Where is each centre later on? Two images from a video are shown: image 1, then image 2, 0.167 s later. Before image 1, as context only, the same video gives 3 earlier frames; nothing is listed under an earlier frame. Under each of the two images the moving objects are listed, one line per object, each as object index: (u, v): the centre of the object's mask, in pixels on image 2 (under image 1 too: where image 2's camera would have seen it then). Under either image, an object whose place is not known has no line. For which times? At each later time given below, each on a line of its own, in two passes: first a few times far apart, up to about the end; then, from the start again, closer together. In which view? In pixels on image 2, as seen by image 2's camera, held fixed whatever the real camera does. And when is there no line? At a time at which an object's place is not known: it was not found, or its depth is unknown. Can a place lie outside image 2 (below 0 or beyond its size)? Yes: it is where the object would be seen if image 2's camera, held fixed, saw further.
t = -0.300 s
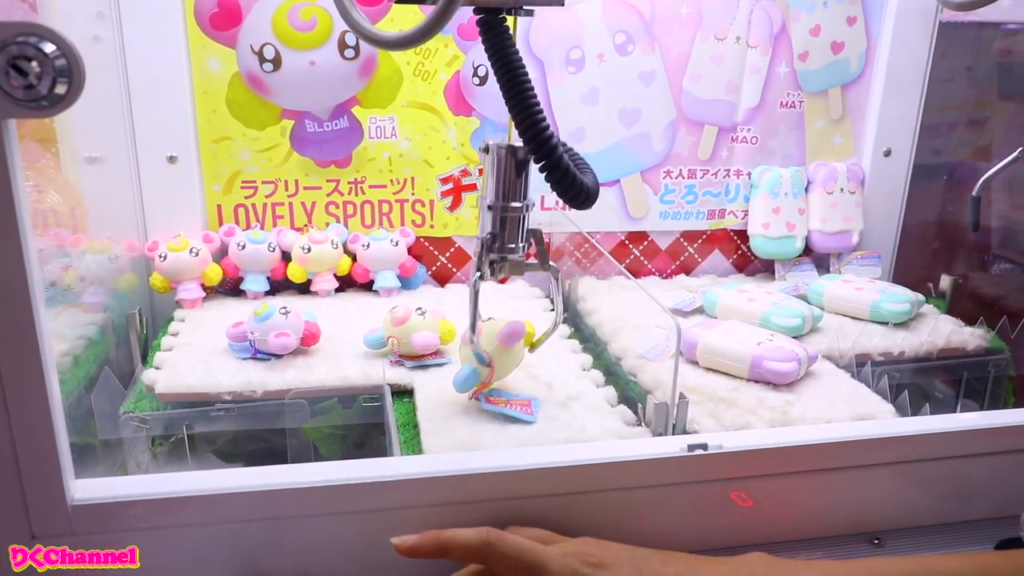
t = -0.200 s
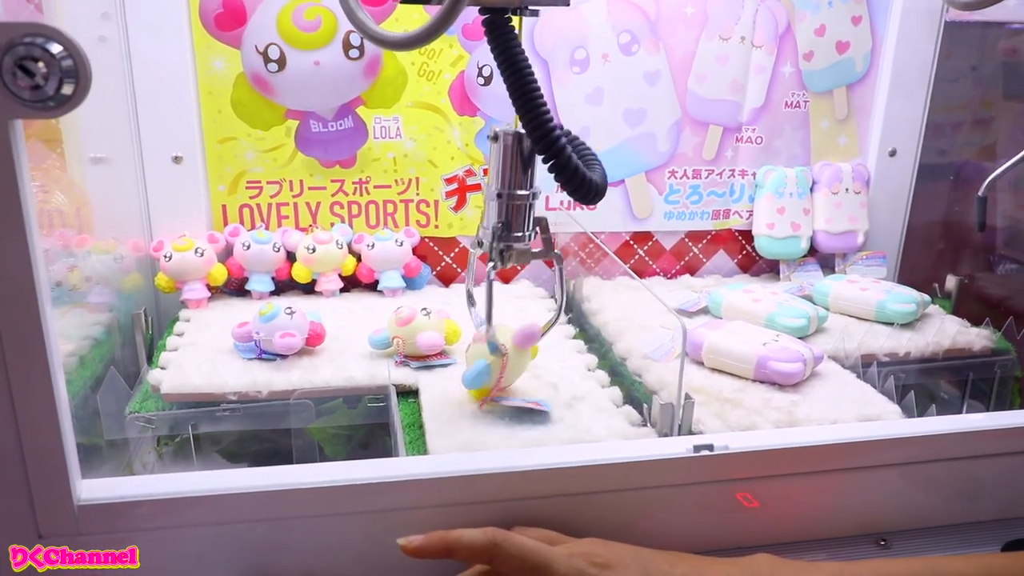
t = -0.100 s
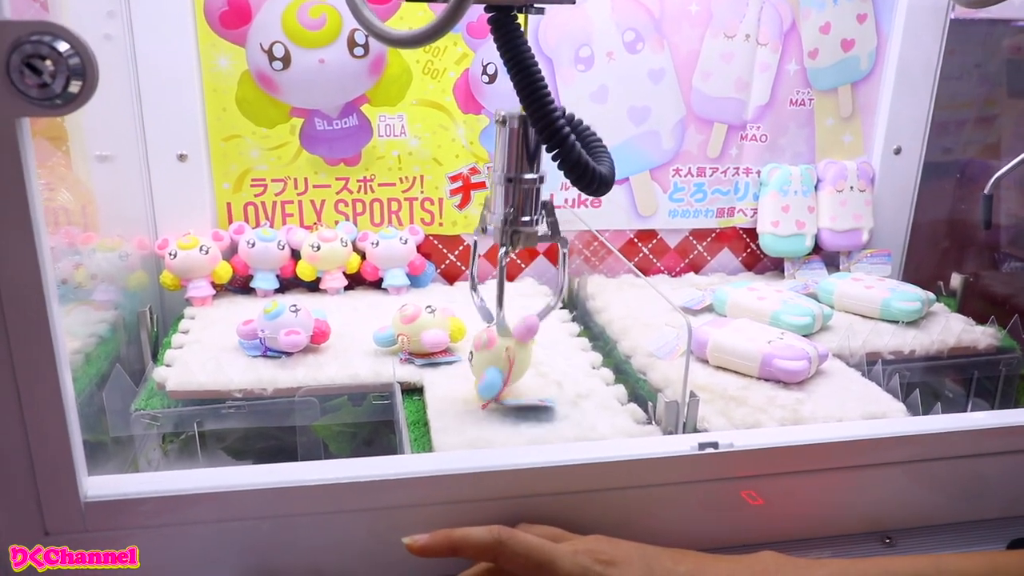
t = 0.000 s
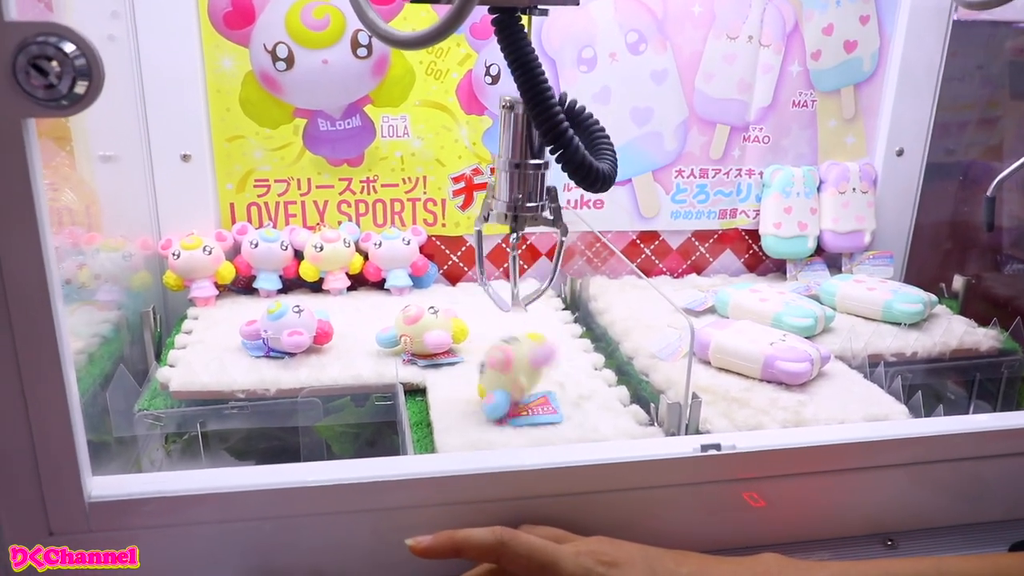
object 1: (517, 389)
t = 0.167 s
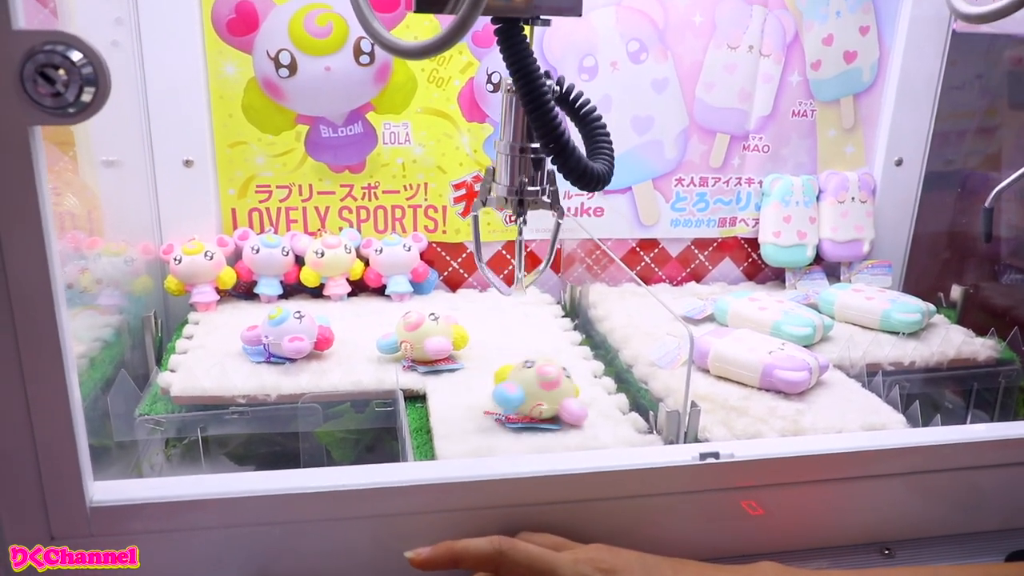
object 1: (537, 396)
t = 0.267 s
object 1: (527, 393)
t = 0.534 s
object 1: (532, 394)
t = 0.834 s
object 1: (531, 396)
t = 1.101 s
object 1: (532, 395)
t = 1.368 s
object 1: (531, 395)
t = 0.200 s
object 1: (533, 395)
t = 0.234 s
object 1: (530, 393)
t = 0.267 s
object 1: (527, 393)
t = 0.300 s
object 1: (526, 394)
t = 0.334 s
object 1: (527, 394)
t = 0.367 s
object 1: (528, 394)
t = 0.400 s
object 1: (530, 394)
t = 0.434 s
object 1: (531, 394)
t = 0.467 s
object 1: (532, 394)
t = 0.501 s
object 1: (532, 394)
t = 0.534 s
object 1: (532, 394)
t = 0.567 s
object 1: (532, 394)
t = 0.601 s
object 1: (532, 395)
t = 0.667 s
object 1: (531, 395)
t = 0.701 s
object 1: (531, 395)
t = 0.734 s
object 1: (531, 395)
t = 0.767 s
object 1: (531, 395)
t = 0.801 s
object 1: (531, 395)
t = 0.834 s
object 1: (531, 396)
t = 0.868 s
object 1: (531, 395)
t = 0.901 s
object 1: (531, 395)
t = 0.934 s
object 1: (532, 395)
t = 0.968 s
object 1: (532, 395)
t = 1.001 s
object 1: (532, 395)
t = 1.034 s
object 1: (531, 395)
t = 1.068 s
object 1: (532, 395)
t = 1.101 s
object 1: (532, 395)
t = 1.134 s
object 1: (532, 394)
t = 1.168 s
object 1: (531, 394)
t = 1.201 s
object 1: (531, 395)
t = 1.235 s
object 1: (531, 395)
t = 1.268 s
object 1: (531, 395)
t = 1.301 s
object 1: (531, 395)
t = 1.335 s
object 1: (531, 395)
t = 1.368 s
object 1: (531, 395)
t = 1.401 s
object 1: (531, 395)
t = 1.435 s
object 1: (531, 395)
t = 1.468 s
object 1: (530, 394)
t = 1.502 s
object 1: (530, 395)
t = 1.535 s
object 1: (529, 397)
